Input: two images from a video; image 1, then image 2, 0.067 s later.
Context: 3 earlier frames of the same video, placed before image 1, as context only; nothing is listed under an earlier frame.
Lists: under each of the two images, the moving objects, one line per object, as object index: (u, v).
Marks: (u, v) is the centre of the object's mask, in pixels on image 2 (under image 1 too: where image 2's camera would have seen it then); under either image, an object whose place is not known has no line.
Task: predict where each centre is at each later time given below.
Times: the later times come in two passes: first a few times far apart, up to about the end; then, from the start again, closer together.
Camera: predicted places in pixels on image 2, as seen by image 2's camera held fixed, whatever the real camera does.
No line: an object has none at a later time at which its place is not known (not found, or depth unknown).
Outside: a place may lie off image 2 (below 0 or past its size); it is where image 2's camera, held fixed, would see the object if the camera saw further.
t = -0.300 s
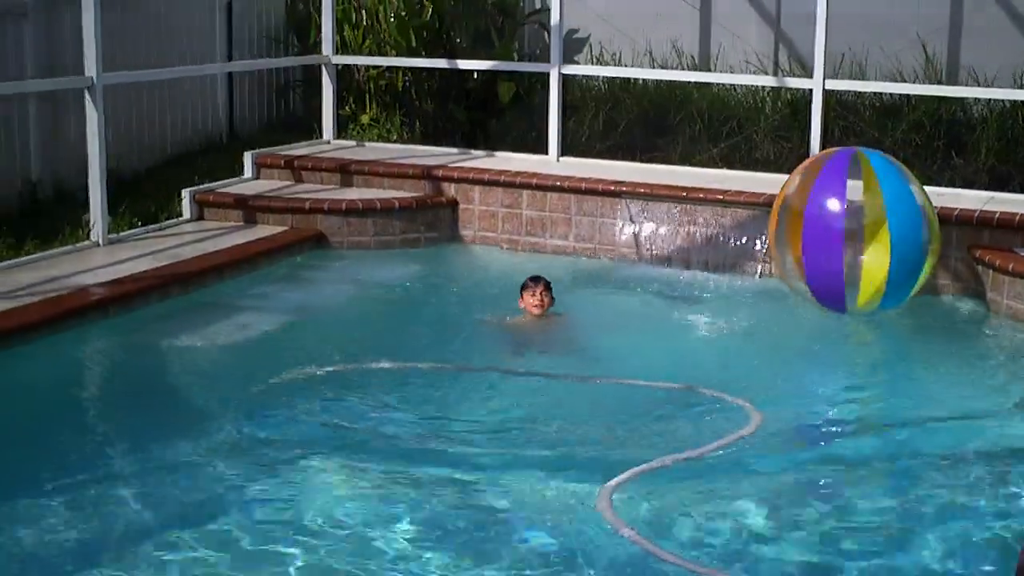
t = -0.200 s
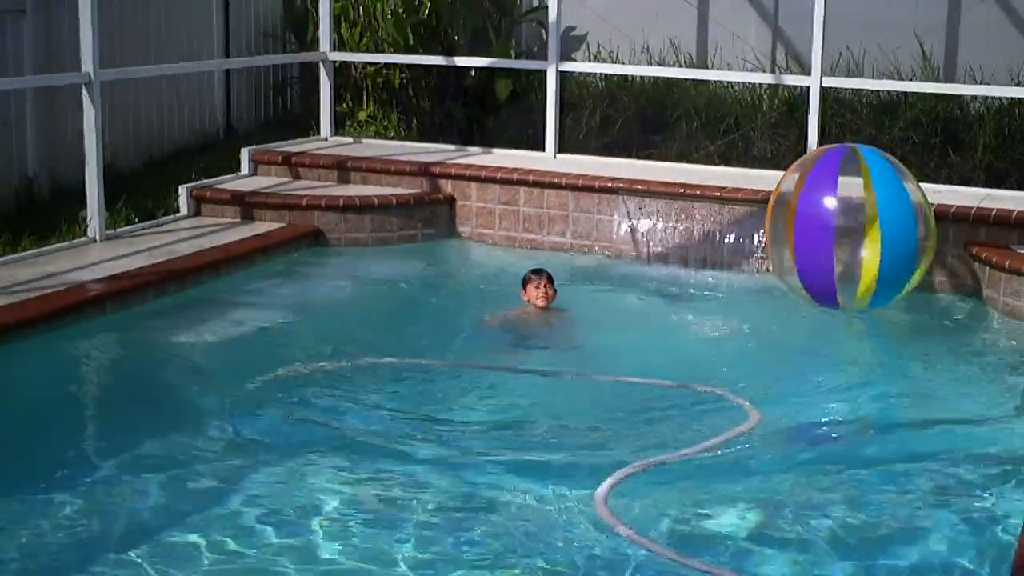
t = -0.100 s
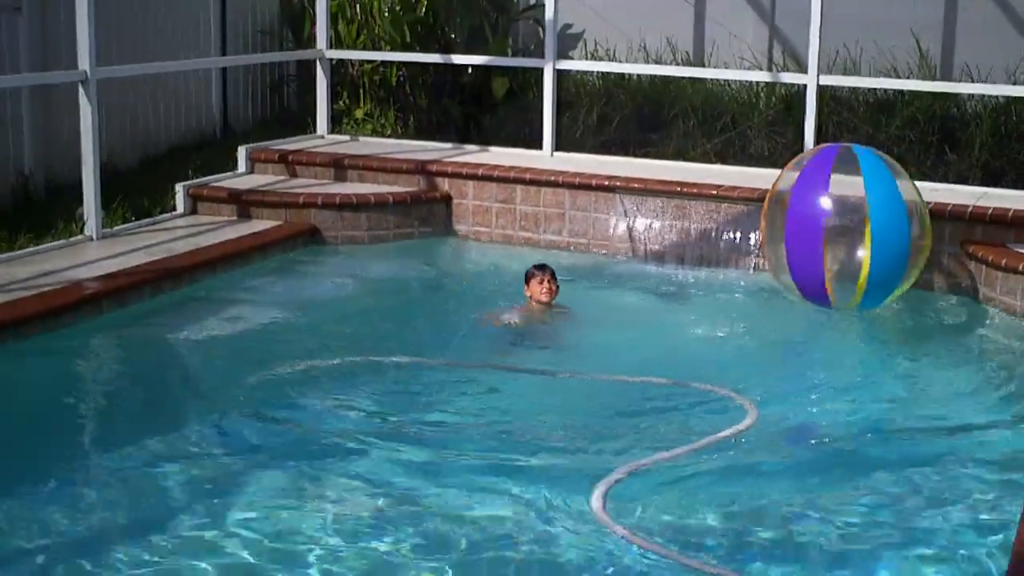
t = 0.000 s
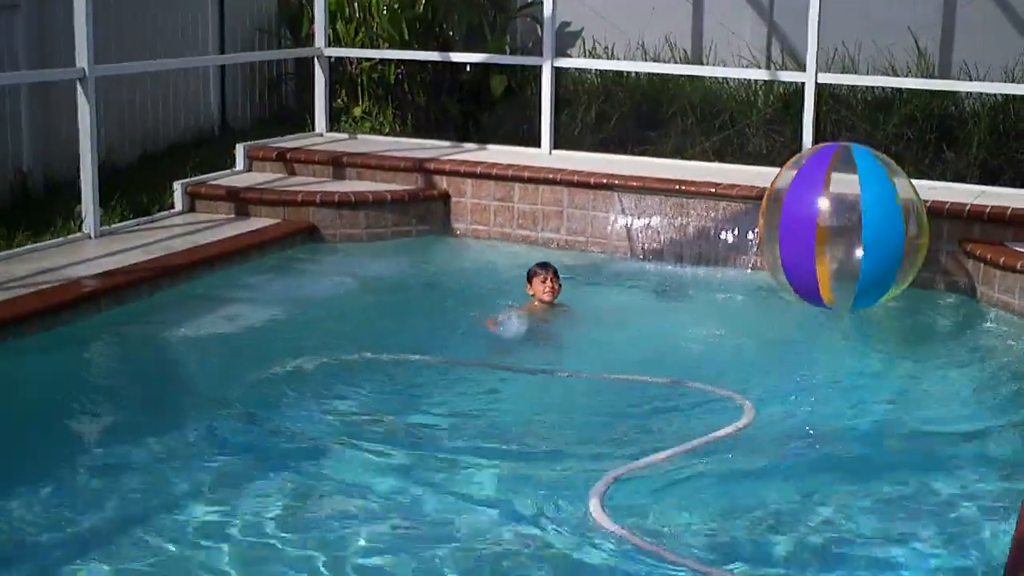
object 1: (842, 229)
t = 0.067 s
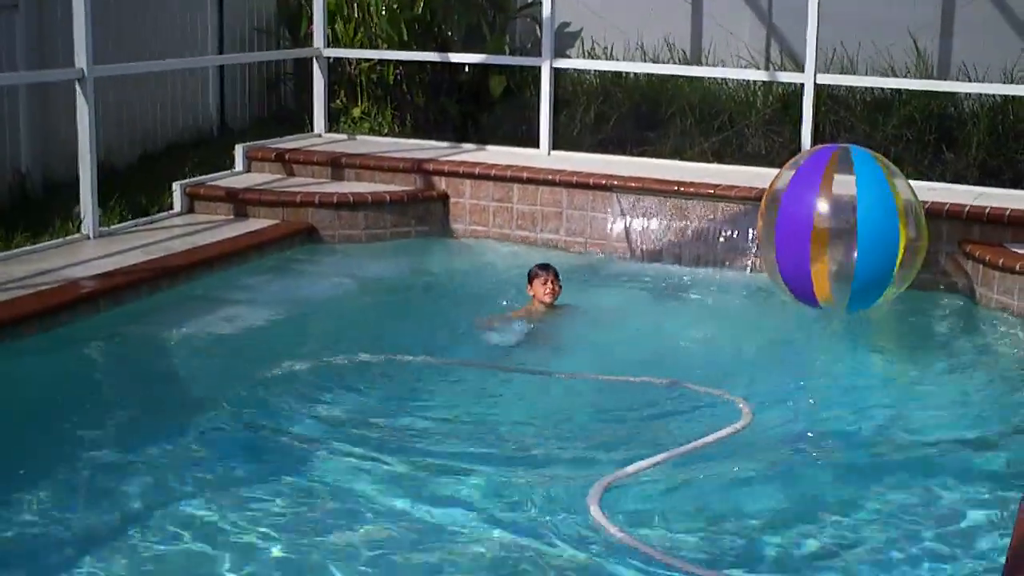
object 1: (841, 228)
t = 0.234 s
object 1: (841, 228)
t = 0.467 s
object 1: (841, 227)
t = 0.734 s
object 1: (843, 229)
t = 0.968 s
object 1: (845, 229)
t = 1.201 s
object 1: (848, 231)
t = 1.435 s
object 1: (851, 229)
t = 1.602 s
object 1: (853, 230)
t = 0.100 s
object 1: (841, 228)
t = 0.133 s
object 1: (841, 228)
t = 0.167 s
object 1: (841, 228)
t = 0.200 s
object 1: (841, 228)
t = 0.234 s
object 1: (841, 228)
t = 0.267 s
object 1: (841, 227)
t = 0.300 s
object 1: (841, 227)
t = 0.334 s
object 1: (841, 228)
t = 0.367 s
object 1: (841, 227)
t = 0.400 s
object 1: (841, 227)
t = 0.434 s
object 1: (841, 227)
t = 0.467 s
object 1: (841, 227)
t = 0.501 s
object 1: (841, 228)
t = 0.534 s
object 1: (841, 228)
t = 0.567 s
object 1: (842, 228)
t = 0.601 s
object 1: (842, 228)
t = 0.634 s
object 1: (842, 228)
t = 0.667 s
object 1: (842, 229)
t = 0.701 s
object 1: (842, 229)
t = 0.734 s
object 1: (843, 229)
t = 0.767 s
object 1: (843, 229)
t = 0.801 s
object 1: (843, 229)
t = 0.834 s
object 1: (843, 229)
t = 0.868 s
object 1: (844, 229)
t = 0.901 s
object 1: (844, 229)
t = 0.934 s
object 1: (845, 229)
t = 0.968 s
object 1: (845, 229)
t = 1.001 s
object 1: (845, 229)
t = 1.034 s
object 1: (845, 230)
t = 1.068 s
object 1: (846, 230)
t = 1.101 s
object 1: (846, 230)
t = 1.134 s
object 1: (846, 230)
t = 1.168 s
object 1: (847, 231)
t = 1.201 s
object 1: (848, 231)
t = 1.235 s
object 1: (849, 231)
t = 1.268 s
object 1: (849, 231)
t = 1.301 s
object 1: (850, 230)
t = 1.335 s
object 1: (850, 230)
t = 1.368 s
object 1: (850, 230)
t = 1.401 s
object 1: (851, 229)
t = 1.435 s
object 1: (851, 229)
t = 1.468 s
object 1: (851, 229)
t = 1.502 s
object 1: (852, 229)
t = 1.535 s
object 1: (852, 229)
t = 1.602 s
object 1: (853, 230)
